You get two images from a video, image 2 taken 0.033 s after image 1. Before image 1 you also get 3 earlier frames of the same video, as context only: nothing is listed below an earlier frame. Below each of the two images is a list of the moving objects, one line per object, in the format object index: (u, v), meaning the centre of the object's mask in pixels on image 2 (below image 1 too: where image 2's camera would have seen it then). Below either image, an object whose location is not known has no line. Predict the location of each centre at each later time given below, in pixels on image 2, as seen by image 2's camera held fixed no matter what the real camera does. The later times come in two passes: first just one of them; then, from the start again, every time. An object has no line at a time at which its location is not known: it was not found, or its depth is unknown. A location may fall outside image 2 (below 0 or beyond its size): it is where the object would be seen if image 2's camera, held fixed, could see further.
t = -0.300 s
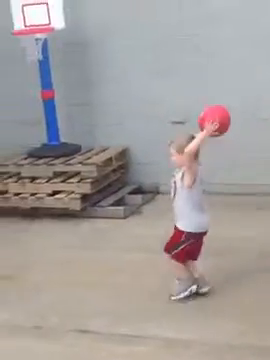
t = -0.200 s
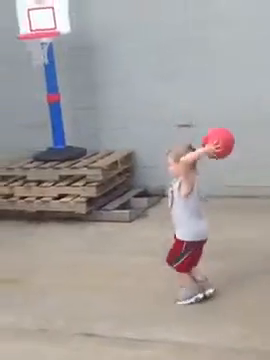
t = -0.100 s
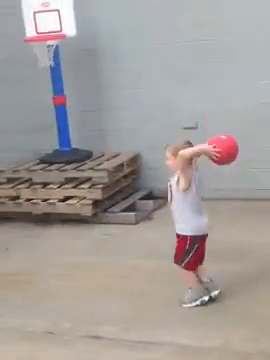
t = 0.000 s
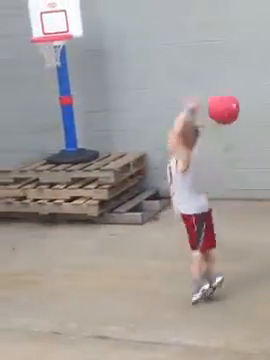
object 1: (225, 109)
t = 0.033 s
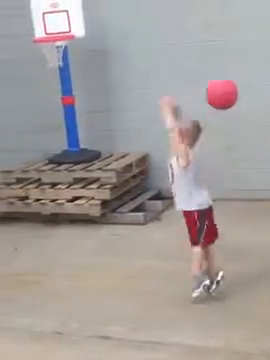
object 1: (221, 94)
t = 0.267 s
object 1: (201, 47)
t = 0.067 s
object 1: (218, 80)
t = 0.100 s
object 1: (213, 69)
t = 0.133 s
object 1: (211, 60)
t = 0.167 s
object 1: (208, 53)
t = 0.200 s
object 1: (204, 49)
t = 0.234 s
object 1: (202, 46)
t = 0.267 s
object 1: (201, 47)
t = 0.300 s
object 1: (198, 49)
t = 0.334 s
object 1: (196, 54)
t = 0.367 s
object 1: (193, 59)
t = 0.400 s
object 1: (190, 66)
